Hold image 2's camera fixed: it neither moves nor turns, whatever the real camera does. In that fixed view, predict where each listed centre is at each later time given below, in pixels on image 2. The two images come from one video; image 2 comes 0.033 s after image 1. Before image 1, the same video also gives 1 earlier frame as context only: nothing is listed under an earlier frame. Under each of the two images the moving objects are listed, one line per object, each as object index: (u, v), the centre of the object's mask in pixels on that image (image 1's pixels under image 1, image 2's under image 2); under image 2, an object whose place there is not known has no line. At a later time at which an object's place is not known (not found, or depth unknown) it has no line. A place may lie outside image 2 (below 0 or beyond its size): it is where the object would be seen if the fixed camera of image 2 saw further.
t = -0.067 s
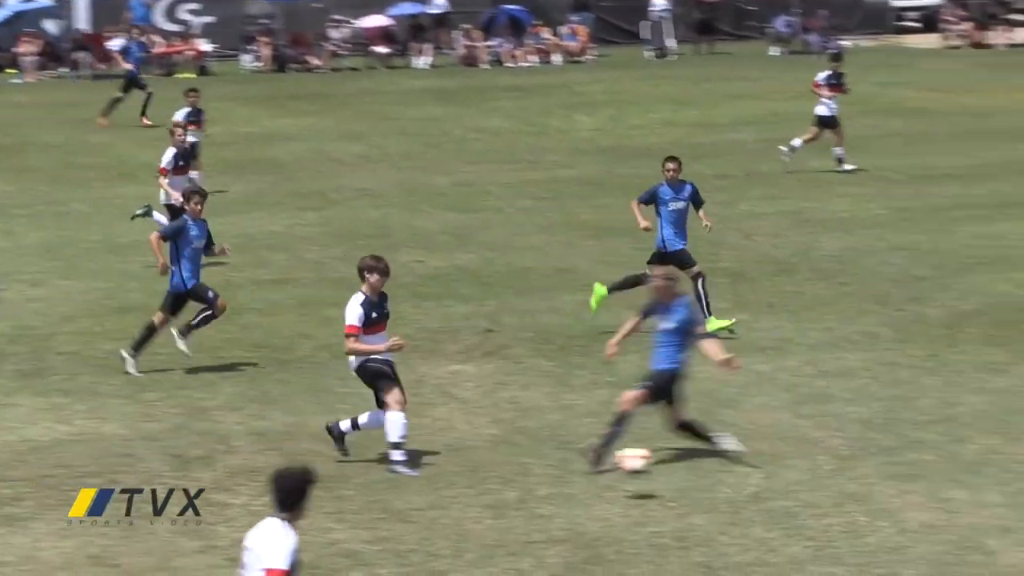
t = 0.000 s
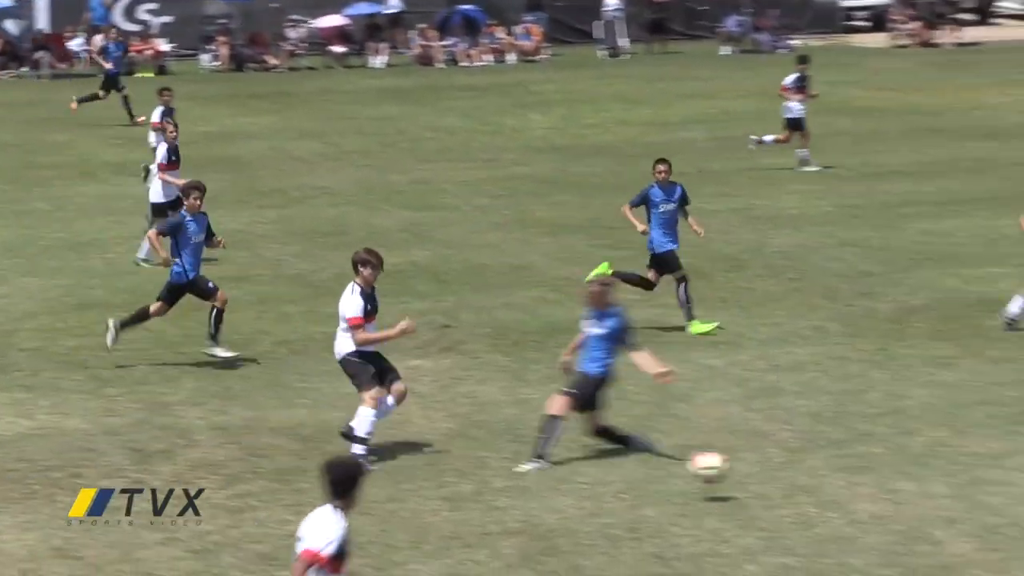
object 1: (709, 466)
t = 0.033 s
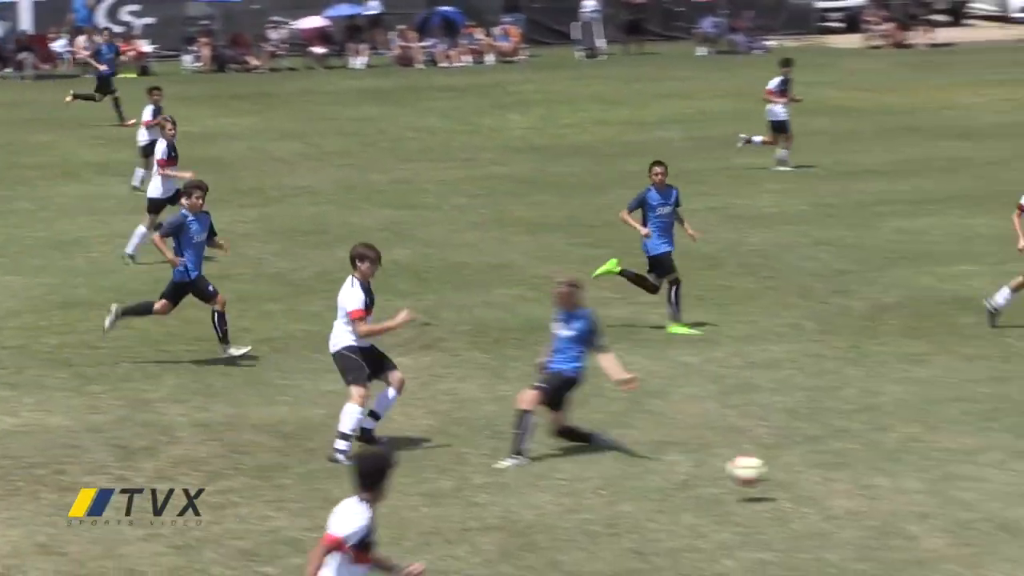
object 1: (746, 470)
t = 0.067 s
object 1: (809, 478)
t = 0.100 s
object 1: (873, 492)
